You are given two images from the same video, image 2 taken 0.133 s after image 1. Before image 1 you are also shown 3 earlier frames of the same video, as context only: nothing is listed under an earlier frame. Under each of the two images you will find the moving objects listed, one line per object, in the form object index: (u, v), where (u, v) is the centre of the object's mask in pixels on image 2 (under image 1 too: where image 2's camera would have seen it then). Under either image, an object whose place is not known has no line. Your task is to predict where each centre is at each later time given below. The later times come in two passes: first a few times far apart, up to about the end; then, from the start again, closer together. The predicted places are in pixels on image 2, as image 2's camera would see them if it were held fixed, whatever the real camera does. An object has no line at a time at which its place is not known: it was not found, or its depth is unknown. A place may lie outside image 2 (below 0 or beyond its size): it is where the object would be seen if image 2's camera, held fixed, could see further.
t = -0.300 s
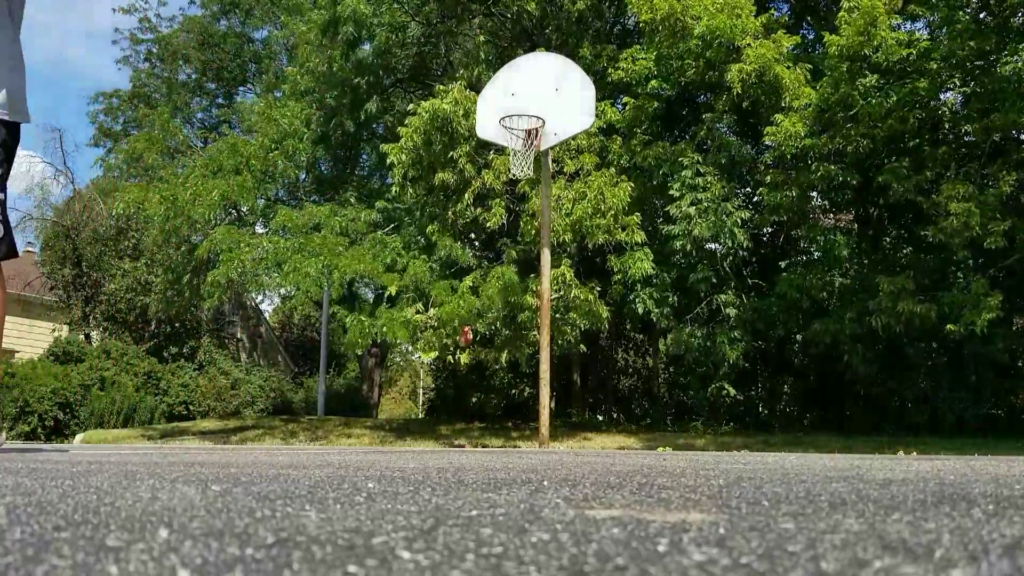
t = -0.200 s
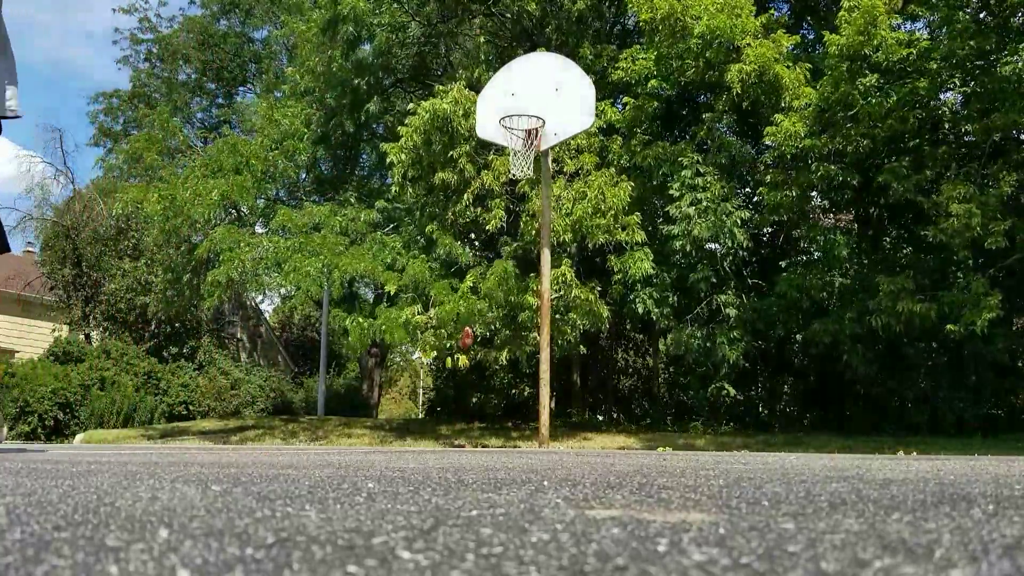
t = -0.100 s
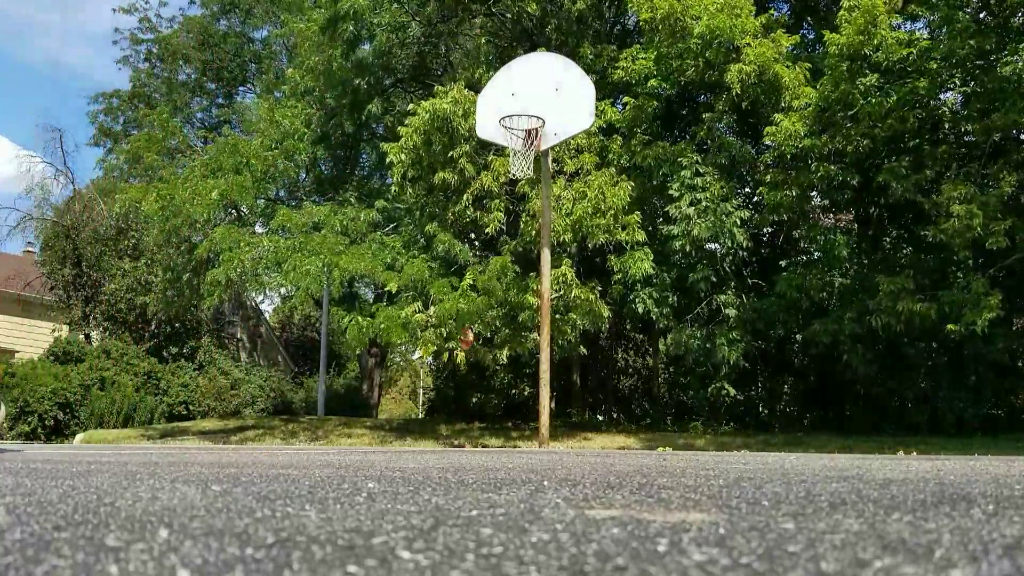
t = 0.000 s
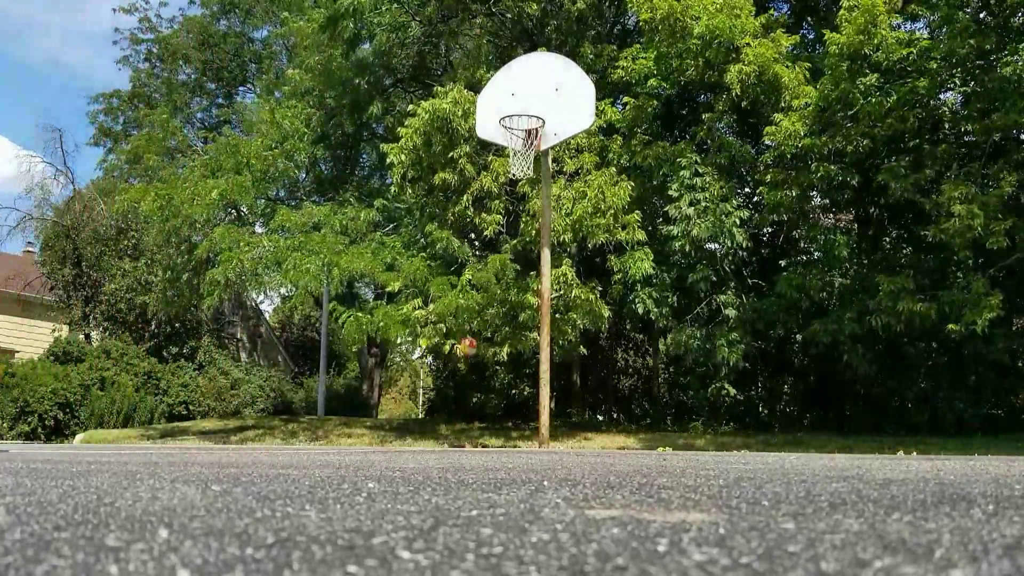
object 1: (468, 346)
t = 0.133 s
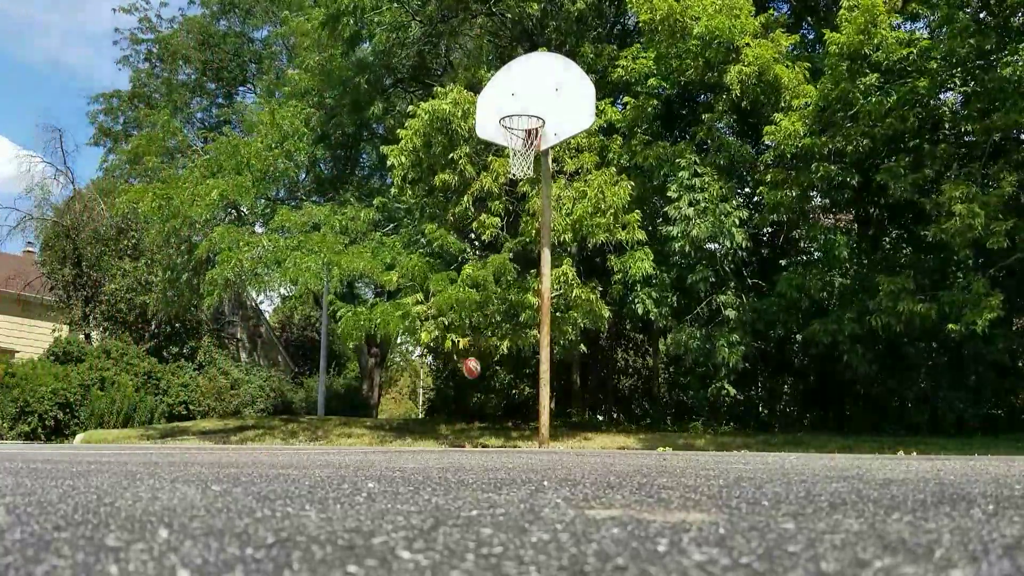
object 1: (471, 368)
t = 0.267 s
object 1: (475, 405)
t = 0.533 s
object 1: (489, 387)
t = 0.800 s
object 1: (505, 361)
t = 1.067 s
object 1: (522, 397)
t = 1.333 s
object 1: (534, 402)
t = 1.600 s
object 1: (555, 377)
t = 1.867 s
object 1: (568, 420)
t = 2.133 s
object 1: (585, 396)
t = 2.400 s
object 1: (603, 400)
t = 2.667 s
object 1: (621, 418)
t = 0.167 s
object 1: (472, 375)
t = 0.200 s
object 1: (473, 384)
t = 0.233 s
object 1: (474, 394)
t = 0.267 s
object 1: (475, 405)
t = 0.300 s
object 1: (476, 416)
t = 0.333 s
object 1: (477, 428)
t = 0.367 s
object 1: (478, 434)
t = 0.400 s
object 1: (480, 423)
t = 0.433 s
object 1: (482, 414)
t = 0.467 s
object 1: (485, 403)
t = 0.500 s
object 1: (487, 395)
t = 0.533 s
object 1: (489, 387)
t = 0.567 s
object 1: (491, 381)
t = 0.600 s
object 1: (493, 374)
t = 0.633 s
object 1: (495, 370)
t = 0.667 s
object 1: (498, 367)
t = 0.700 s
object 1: (499, 364)
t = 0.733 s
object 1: (502, 362)
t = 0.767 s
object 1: (504, 361)
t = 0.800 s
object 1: (505, 361)
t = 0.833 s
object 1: (508, 362)
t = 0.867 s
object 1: (510, 364)
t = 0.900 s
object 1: (512, 367)
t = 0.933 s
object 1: (514, 371)
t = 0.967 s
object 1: (516, 376)
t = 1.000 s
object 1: (518, 382)
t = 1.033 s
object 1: (520, 389)
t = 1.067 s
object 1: (522, 397)
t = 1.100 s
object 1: (524, 407)
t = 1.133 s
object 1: (526, 417)
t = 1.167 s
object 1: (529, 427)
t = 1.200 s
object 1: (530, 438)
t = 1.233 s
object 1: (531, 427)
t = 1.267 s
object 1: (532, 418)
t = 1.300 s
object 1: (533, 410)
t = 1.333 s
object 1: (534, 402)
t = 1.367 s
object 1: (535, 395)
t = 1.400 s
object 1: (536, 389)
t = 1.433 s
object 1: (537, 385)
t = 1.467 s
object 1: (552, 381)
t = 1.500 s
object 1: (553, 379)
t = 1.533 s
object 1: (554, 377)
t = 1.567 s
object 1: (554, 376)
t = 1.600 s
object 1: (555, 377)
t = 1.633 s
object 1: (556, 379)
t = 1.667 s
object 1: (557, 381)
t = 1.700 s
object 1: (559, 385)
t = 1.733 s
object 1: (560, 390)
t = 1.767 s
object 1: (562, 396)
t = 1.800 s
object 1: (564, 403)
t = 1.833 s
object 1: (566, 411)
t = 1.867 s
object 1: (568, 420)
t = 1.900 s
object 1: (570, 430)
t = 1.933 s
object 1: (571, 438)
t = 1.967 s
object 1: (574, 429)
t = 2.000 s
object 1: (576, 420)
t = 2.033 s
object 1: (578, 413)
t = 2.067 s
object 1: (580, 406)
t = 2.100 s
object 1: (582, 400)
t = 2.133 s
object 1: (585, 396)
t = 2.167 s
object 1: (587, 393)
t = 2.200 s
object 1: (589, 390)
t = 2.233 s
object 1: (591, 389)
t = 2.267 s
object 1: (594, 389)
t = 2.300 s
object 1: (596, 390)
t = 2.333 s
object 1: (598, 392)
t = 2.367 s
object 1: (601, 396)
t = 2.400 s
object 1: (603, 400)
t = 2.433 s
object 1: (605, 406)
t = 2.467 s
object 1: (607, 413)
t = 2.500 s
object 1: (610, 420)
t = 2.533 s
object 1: (612, 430)
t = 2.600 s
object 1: (617, 433)
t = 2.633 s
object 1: (619, 424)
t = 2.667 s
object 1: (621, 418)
